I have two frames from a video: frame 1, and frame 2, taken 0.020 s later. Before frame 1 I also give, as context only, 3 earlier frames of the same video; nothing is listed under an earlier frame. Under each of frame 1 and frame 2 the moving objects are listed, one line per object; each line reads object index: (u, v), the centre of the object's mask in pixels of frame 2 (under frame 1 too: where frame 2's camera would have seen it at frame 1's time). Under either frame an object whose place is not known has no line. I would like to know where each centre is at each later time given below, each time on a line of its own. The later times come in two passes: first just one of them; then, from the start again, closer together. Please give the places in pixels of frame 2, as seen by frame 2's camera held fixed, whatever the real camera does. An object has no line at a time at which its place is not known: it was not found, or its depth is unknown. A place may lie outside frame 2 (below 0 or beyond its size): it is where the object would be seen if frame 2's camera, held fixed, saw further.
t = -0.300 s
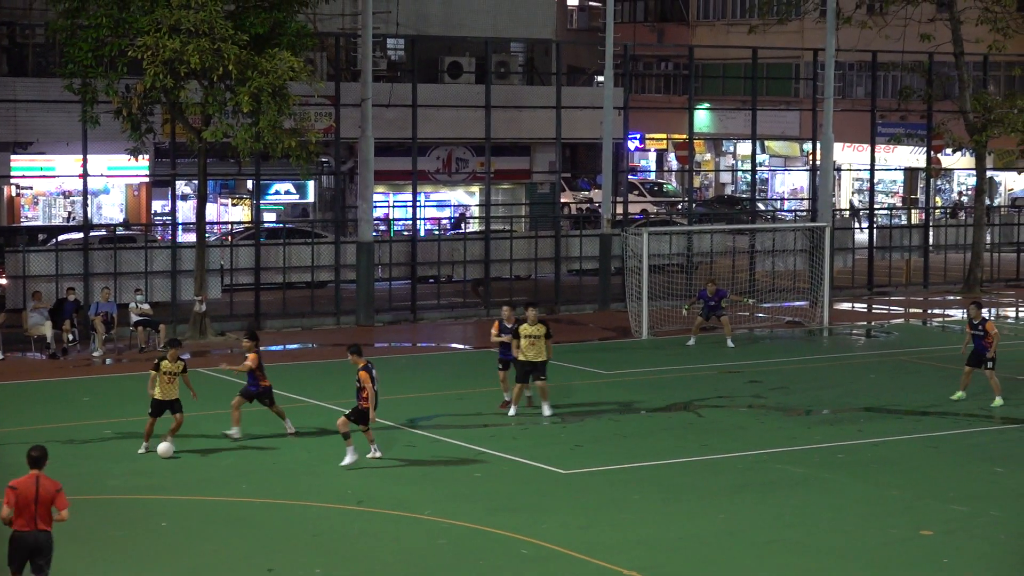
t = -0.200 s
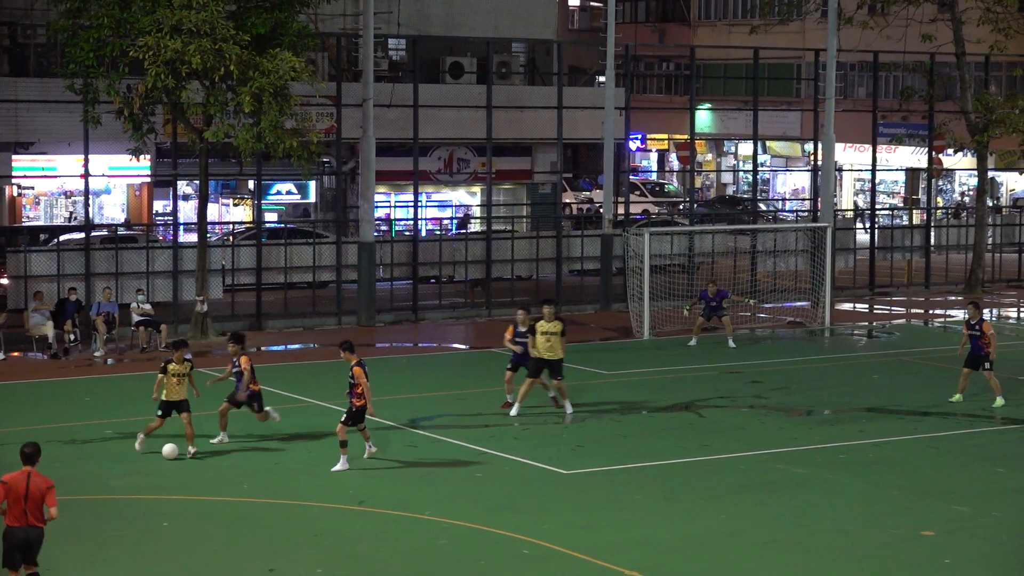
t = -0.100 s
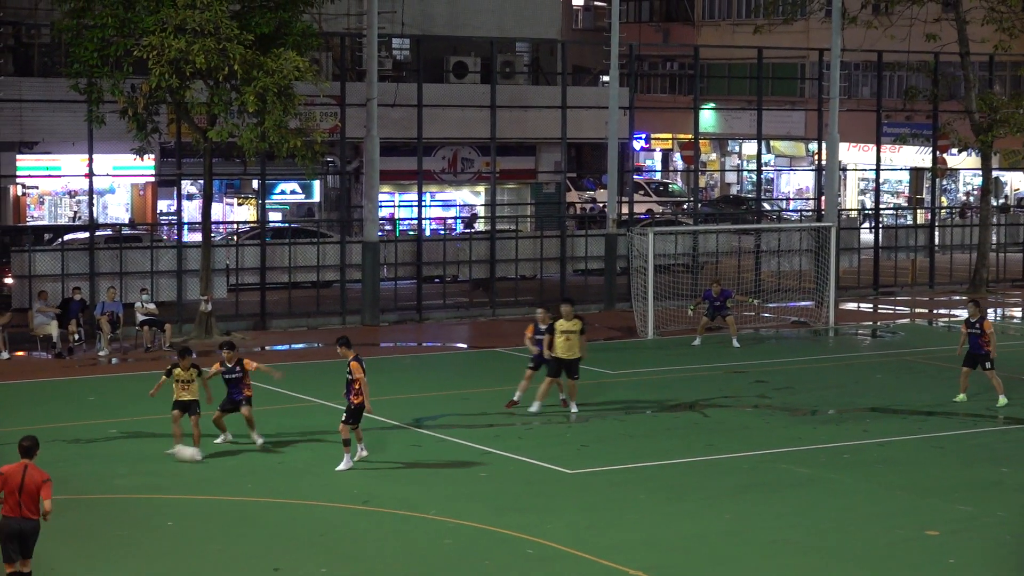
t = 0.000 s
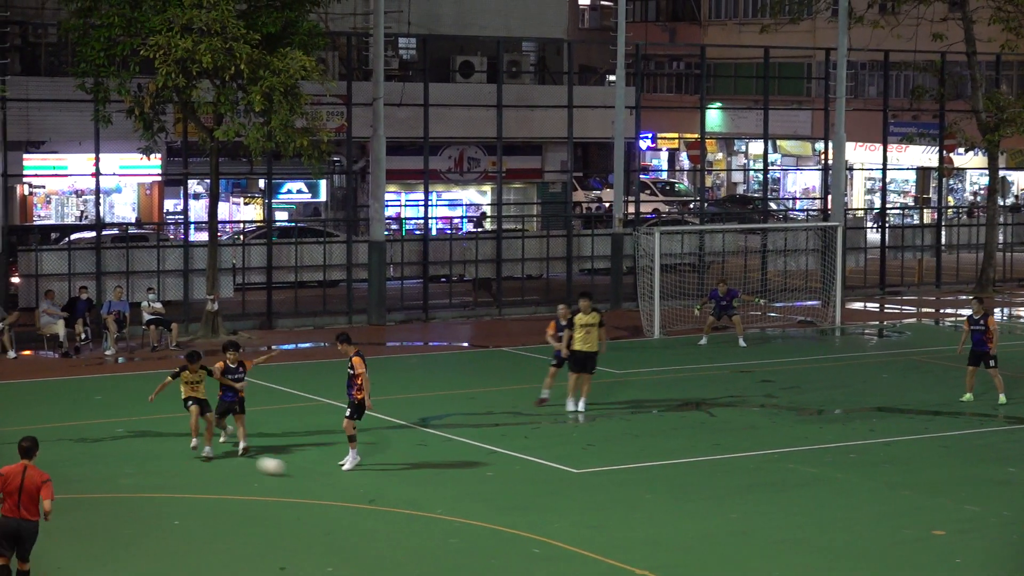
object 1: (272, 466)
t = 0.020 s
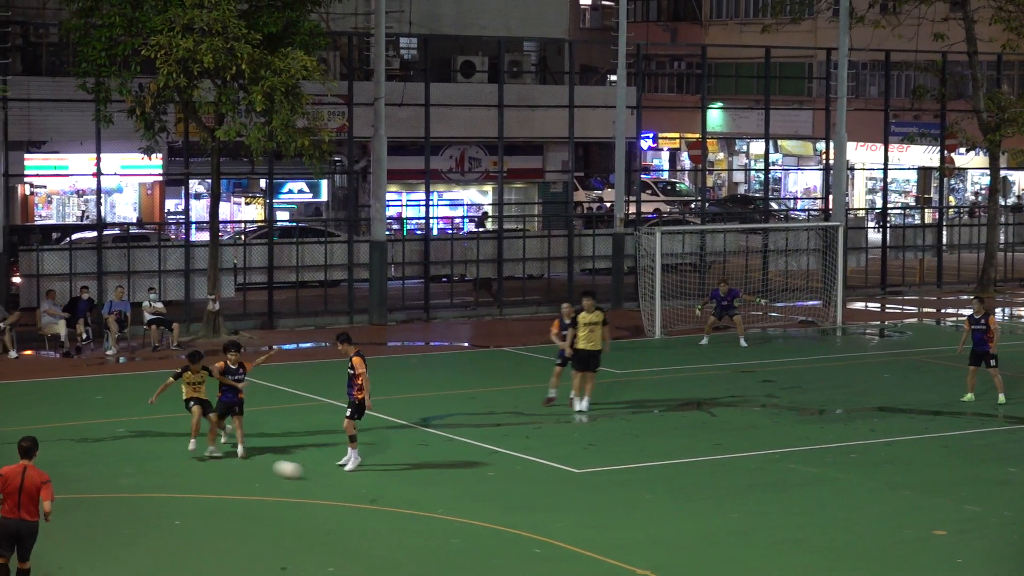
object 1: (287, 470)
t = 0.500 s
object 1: (666, 534)
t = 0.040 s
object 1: (303, 473)
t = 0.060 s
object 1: (319, 475)
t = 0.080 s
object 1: (334, 477)
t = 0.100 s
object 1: (349, 480)
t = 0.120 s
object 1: (365, 484)
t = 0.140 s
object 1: (381, 487)
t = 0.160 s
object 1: (396, 489)
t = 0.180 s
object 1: (411, 492)
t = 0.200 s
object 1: (426, 494)
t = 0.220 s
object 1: (442, 496)
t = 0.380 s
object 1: (569, 516)
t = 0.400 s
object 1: (586, 520)
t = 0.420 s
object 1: (601, 522)
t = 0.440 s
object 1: (616, 524)
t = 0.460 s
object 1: (632, 527)
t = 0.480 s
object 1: (649, 530)
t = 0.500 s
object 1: (666, 534)
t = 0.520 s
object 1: (682, 539)
